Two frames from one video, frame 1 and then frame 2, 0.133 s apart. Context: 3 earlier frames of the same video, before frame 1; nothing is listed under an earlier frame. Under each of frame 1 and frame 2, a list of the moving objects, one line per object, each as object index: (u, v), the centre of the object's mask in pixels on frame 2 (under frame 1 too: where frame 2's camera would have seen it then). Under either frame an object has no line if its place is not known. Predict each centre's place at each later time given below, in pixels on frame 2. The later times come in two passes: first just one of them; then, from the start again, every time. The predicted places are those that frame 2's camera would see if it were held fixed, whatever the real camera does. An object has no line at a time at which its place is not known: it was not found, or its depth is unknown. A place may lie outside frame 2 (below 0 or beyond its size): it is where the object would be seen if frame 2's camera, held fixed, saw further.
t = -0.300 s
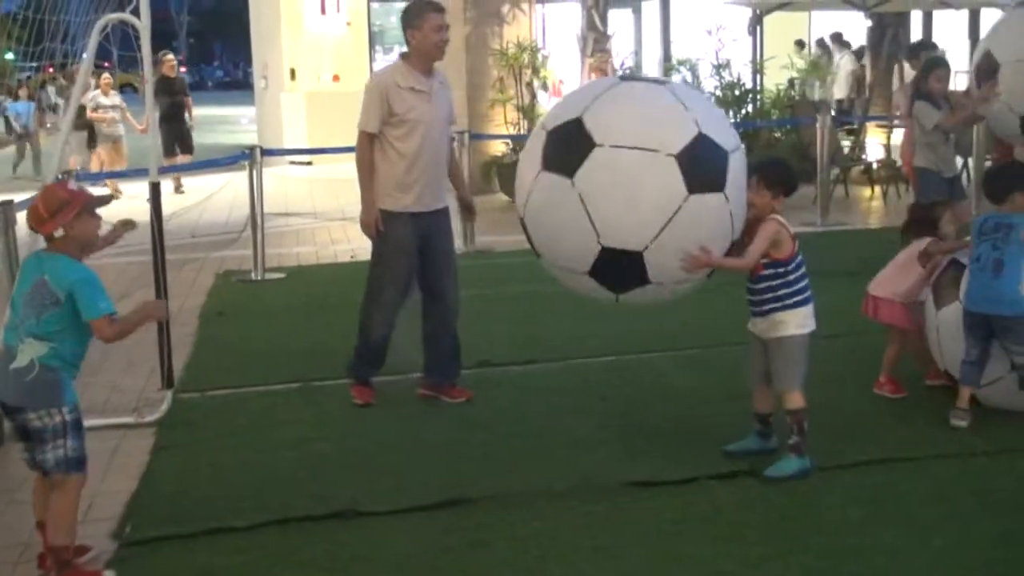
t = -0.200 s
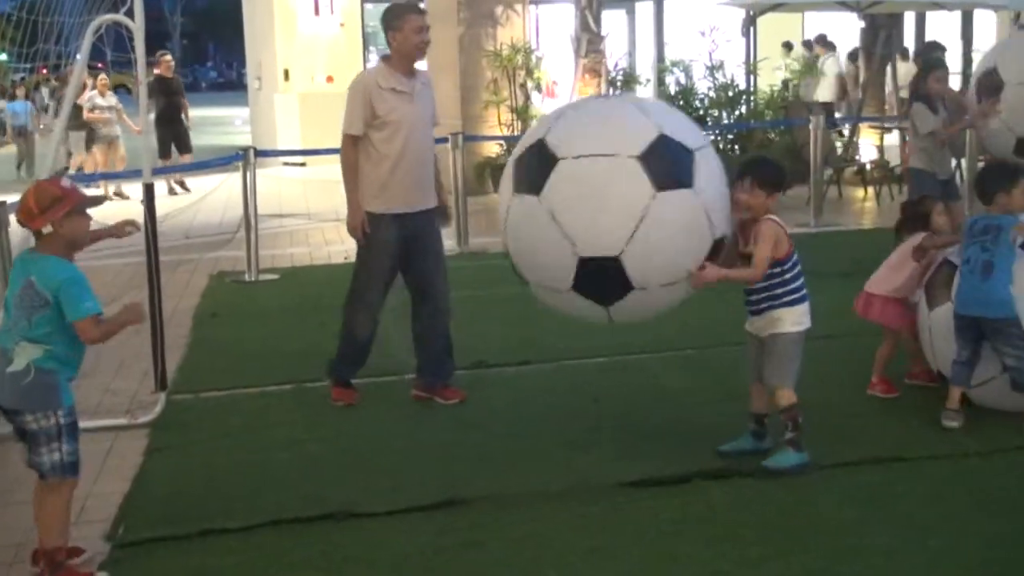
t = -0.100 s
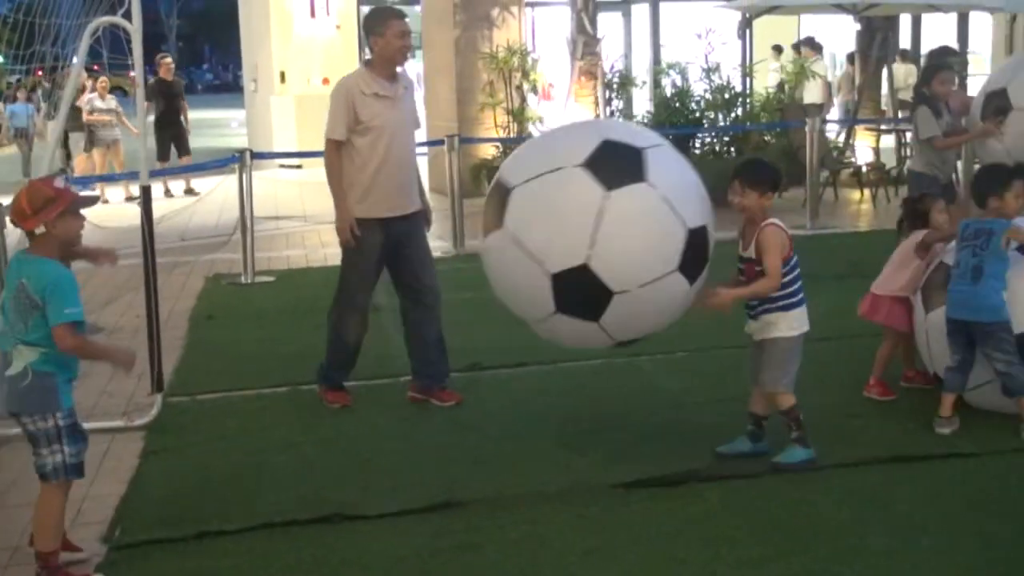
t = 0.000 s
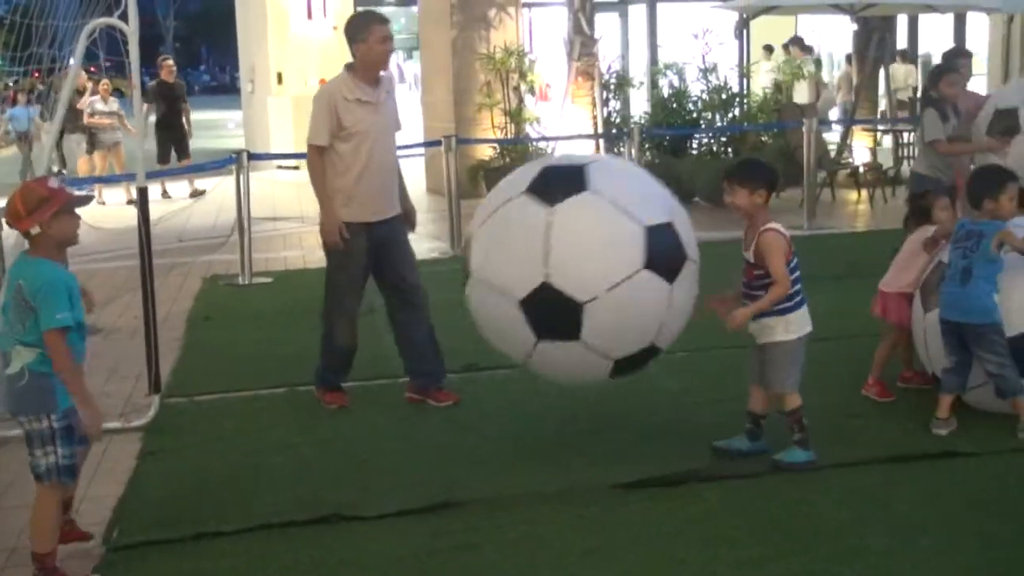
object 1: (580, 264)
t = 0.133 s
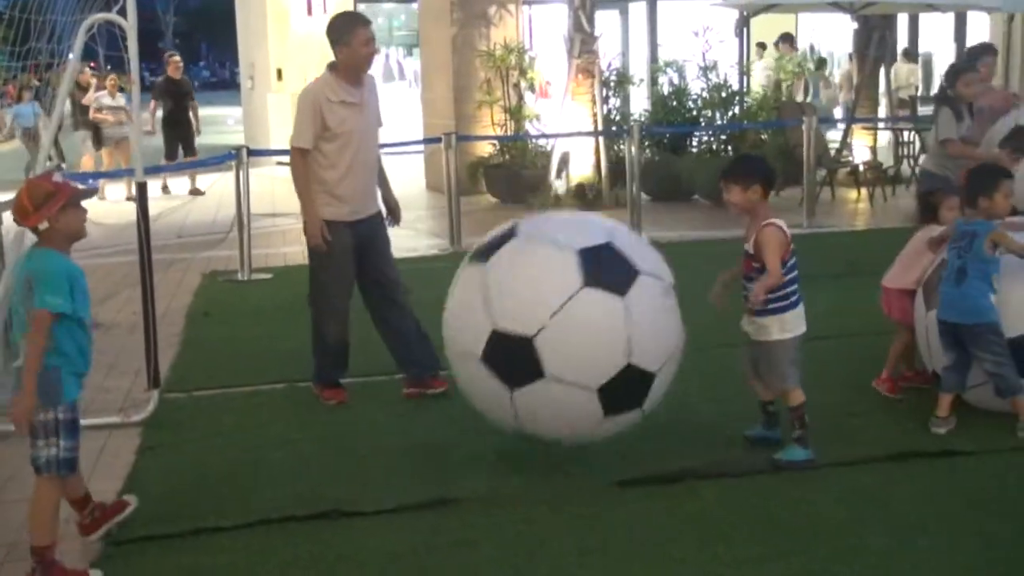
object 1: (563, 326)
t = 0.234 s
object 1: (551, 368)
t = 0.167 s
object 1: (560, 345)
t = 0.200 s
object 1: (556, 363)
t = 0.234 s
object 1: (551, 368)
